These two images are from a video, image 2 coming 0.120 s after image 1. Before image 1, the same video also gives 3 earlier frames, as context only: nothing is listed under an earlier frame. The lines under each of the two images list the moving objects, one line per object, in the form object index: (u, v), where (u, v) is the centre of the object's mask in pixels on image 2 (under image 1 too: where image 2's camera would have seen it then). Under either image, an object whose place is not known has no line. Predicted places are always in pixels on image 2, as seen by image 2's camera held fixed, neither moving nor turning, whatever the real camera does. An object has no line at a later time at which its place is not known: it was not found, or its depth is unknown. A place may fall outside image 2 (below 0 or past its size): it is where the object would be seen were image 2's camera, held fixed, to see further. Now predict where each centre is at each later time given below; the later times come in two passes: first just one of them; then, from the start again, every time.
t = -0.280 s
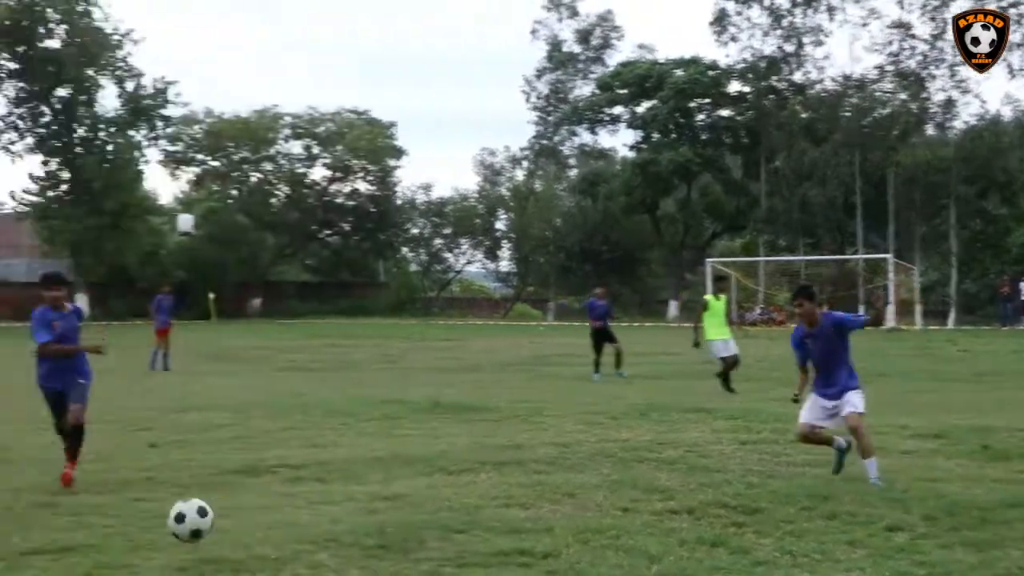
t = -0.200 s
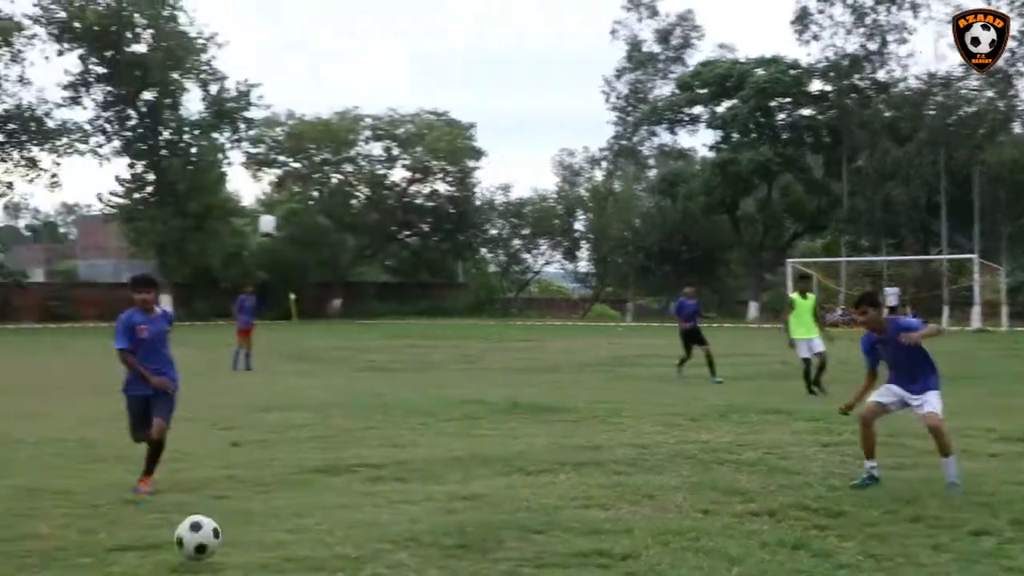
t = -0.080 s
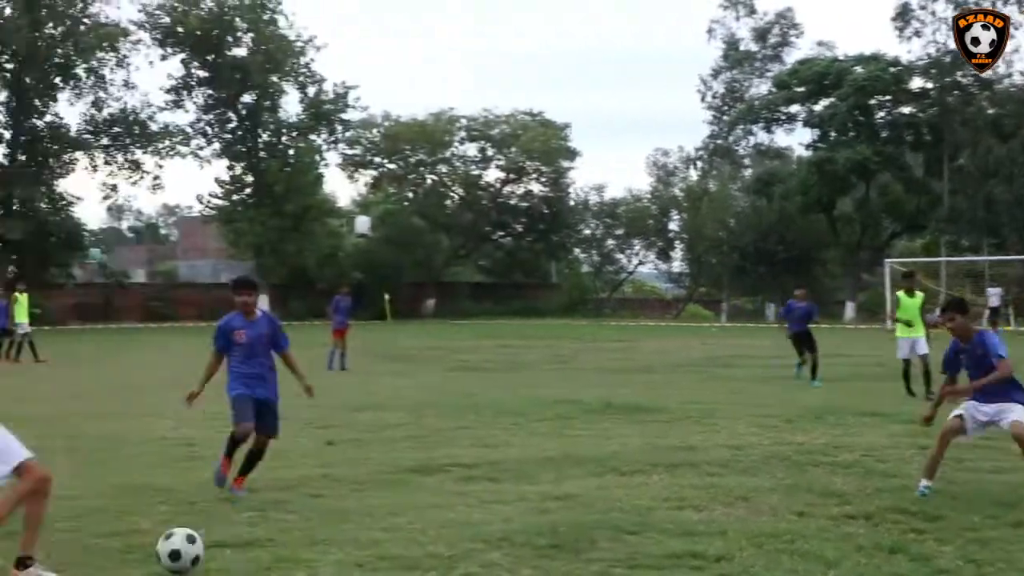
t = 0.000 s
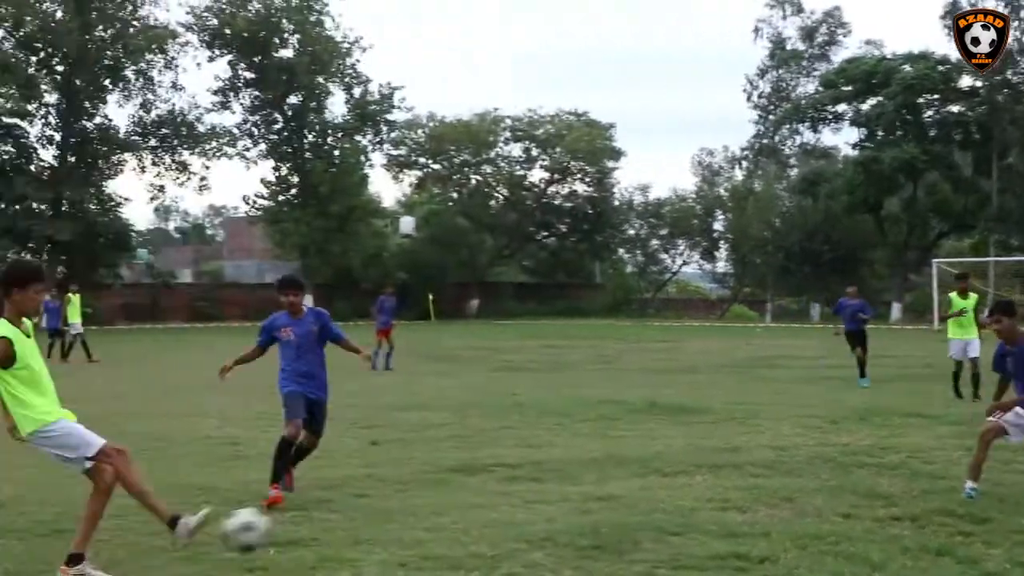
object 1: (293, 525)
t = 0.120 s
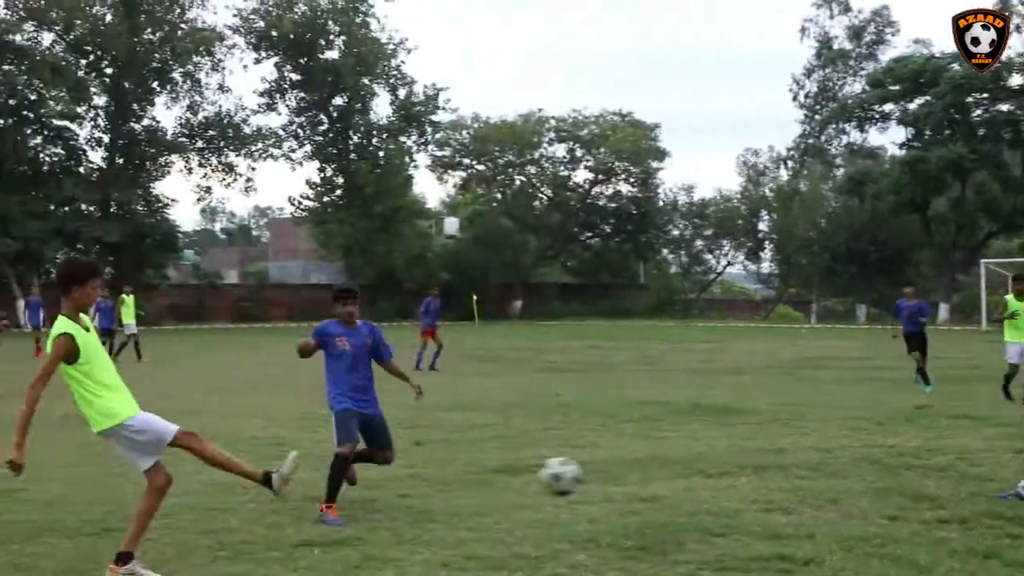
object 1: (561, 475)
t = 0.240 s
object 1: (769, 459)
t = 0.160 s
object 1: (635, 466)
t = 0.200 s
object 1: (704, 461)
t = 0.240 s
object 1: (769, 459)
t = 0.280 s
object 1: (827, 459)
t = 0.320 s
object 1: (883, 462)
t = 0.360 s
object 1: (933, 467)
